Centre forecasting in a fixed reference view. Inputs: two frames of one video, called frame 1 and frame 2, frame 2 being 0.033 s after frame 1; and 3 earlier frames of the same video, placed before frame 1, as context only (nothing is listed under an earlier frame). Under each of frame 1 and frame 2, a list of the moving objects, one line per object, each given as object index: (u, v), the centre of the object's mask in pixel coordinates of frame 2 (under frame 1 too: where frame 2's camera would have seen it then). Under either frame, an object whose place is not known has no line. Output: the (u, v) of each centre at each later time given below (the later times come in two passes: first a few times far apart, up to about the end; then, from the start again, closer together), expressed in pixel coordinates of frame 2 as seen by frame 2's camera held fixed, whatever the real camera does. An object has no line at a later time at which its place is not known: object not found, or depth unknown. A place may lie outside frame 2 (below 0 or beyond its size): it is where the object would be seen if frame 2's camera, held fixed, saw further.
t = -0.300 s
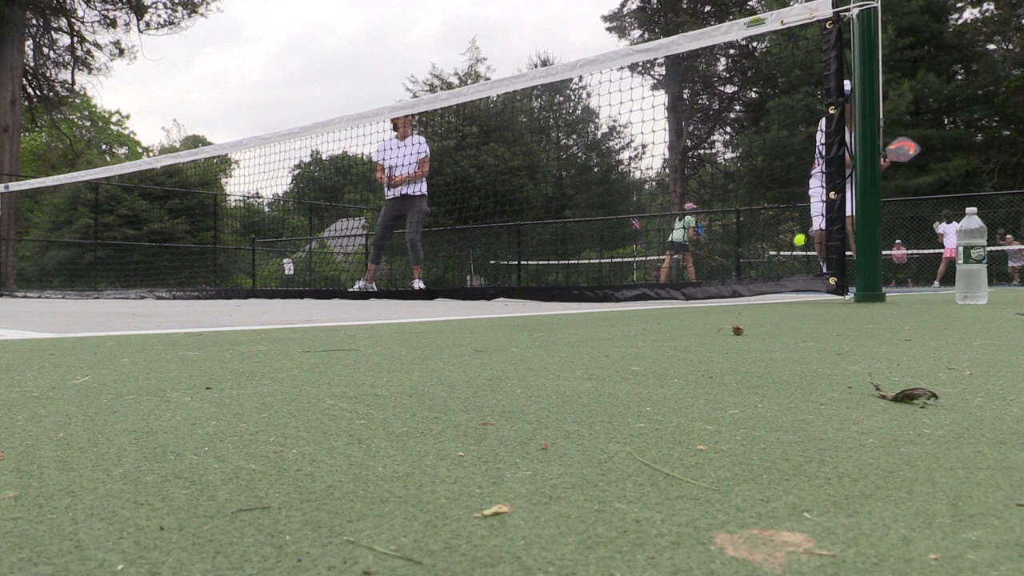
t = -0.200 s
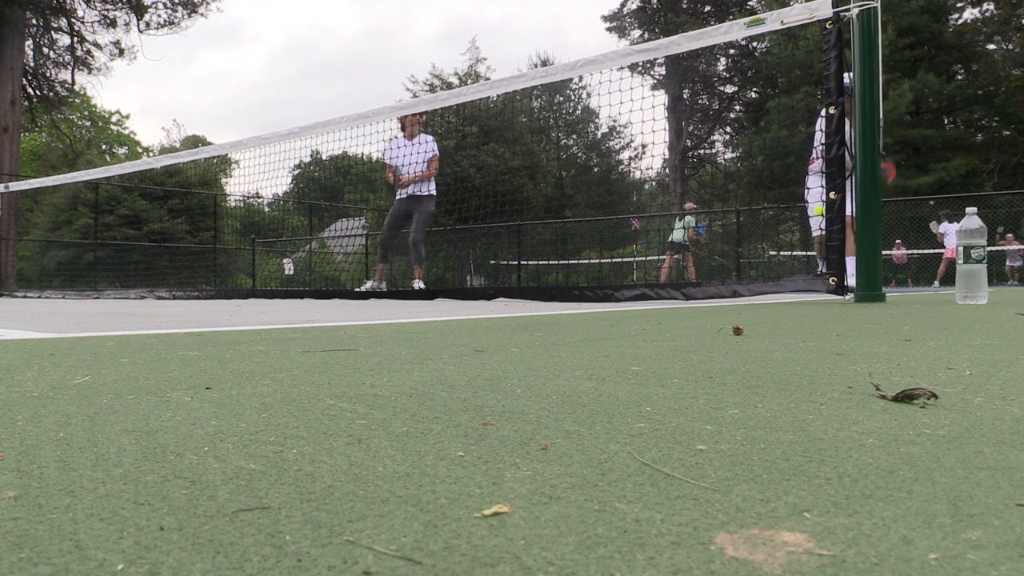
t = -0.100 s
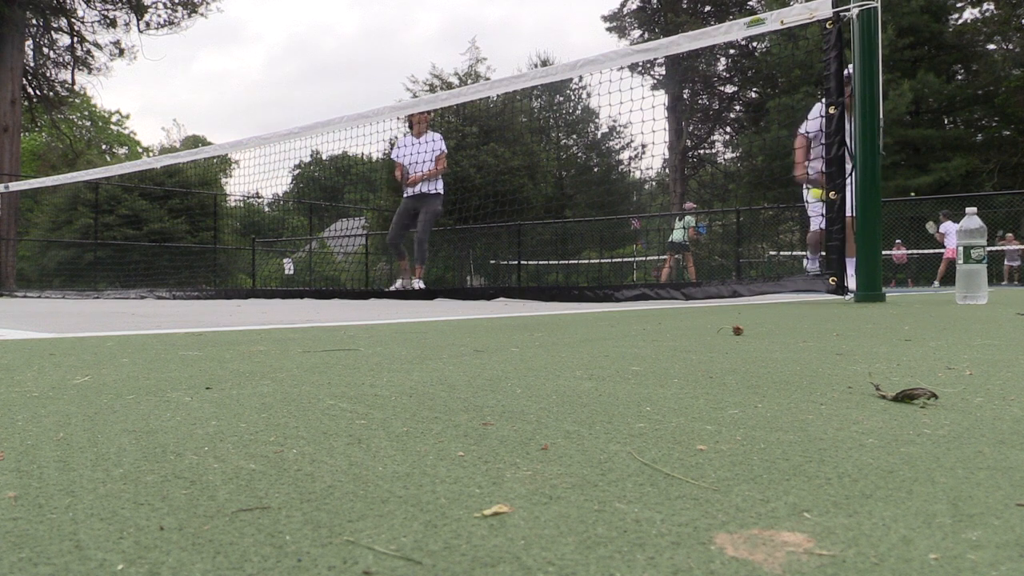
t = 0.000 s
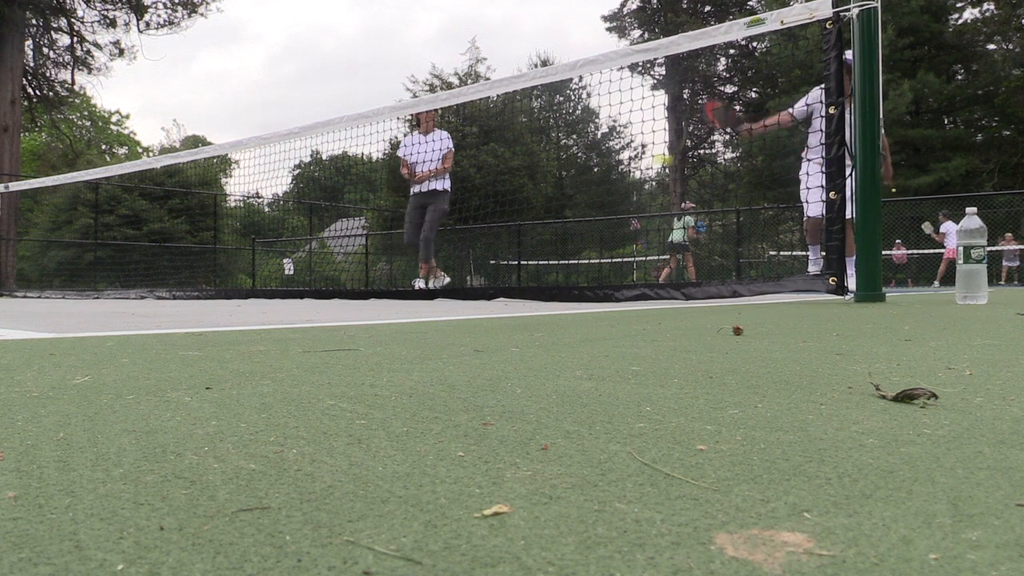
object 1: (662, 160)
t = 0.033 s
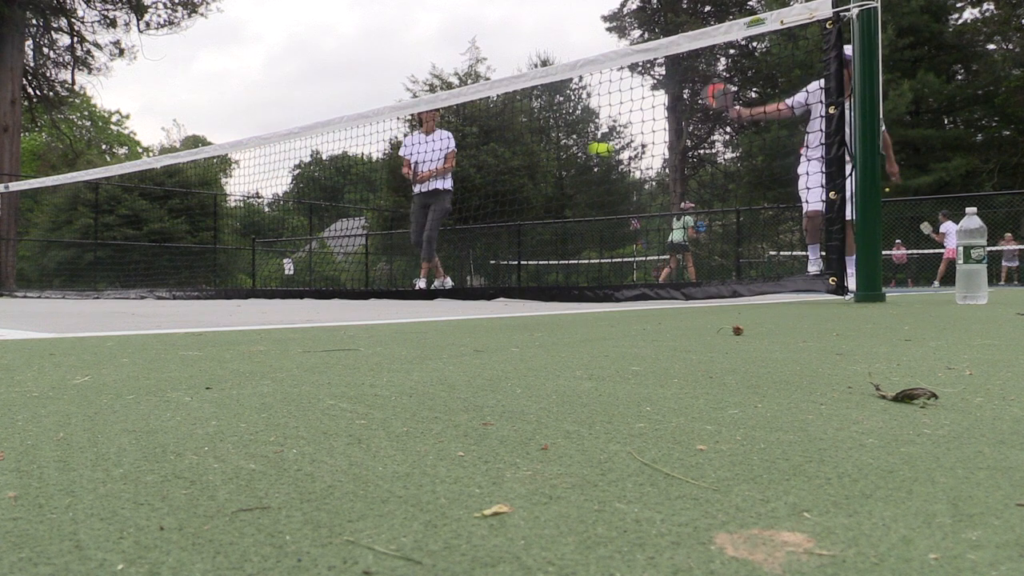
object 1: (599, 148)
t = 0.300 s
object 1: (294, 216)
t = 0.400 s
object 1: (273, 284)
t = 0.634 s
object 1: (283, 223)
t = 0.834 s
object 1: (290, 240)
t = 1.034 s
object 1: (296, 278)
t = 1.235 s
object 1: (302, 262)
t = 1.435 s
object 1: (308, 285)
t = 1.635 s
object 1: (314, 279)
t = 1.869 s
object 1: (319, 283)
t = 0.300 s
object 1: (294, 216)
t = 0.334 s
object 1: (287, 238)
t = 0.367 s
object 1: (281, 261)
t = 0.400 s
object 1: (273, 284)
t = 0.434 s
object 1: (274, 278)
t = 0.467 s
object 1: (275, 263)
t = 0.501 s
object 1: (277, 250)
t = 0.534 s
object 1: (278, 240)
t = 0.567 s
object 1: (281, 232)
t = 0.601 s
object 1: (282, 227)
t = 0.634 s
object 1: (283, 223)
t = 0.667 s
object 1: (284, 221)
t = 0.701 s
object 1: (286, 221)
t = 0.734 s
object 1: (287, 223)
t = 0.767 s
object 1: (288, 228)
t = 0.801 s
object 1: (289, 233)
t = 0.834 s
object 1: (290, 240)
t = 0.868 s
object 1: (291, 249)
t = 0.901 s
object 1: (292, 259)
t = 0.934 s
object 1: (292, 271)
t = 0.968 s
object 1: (294, 283)
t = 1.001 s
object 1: (295, 285)
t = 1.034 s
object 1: (296, 278)
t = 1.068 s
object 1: (298, 271)
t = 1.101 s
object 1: (298, 266)
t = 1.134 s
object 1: (299, 263)
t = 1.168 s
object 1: (300, 261)
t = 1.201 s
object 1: (301, 261)
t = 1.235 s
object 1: (302, 262)
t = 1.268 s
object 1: (303, 264)
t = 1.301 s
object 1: (304, 269)
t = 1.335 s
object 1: (305, 275)
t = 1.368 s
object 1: (306, 282)
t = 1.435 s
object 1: (308, 285)
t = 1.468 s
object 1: (309, 281)
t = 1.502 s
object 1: (310, 278)
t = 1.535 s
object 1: (311, 276)
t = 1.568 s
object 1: (311, 276)
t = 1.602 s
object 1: (313, 277)
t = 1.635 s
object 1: (314, 279)
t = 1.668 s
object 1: (315, 283)
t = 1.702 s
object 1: (315, 286)
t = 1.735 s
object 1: (316, 287)
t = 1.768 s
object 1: (317, 285)
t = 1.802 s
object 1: (318, 283)
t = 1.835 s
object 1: (318, 283)
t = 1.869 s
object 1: (319, 283)
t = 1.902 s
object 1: (320, 285)
